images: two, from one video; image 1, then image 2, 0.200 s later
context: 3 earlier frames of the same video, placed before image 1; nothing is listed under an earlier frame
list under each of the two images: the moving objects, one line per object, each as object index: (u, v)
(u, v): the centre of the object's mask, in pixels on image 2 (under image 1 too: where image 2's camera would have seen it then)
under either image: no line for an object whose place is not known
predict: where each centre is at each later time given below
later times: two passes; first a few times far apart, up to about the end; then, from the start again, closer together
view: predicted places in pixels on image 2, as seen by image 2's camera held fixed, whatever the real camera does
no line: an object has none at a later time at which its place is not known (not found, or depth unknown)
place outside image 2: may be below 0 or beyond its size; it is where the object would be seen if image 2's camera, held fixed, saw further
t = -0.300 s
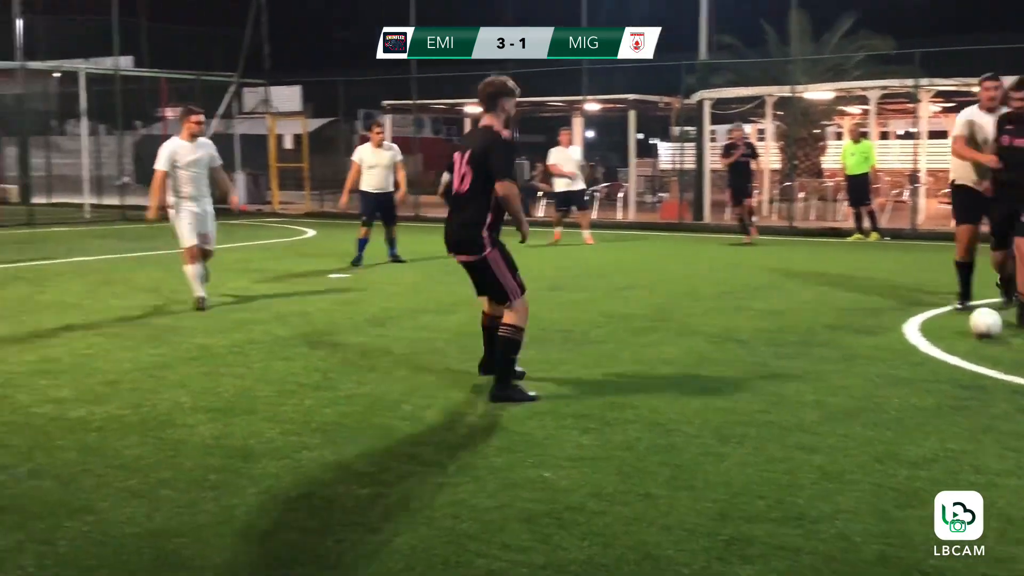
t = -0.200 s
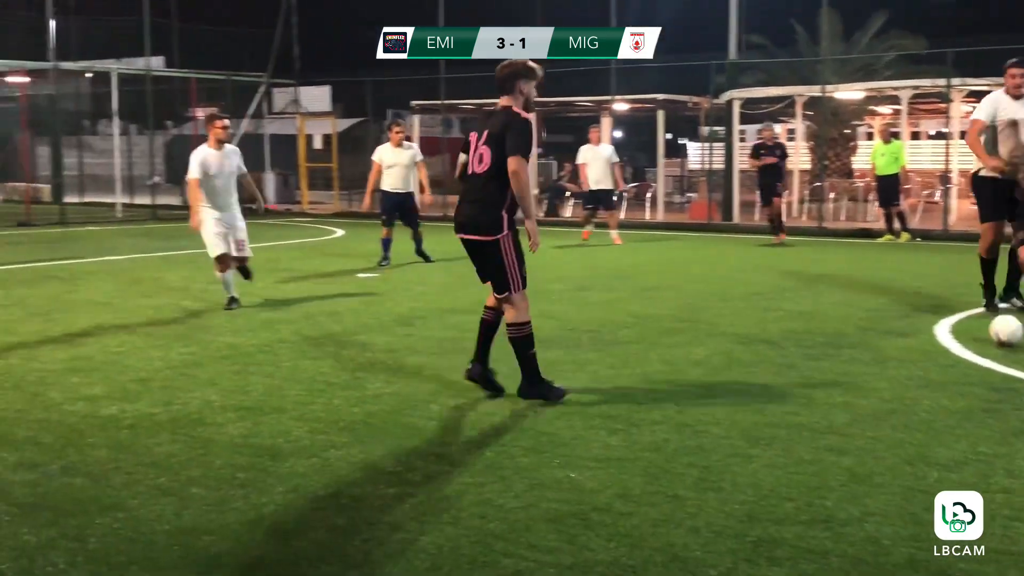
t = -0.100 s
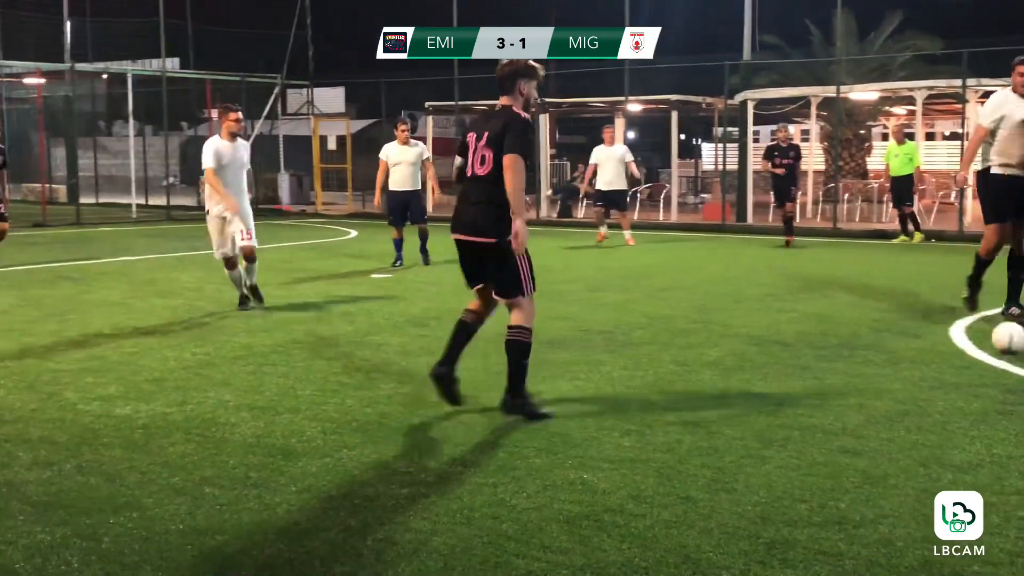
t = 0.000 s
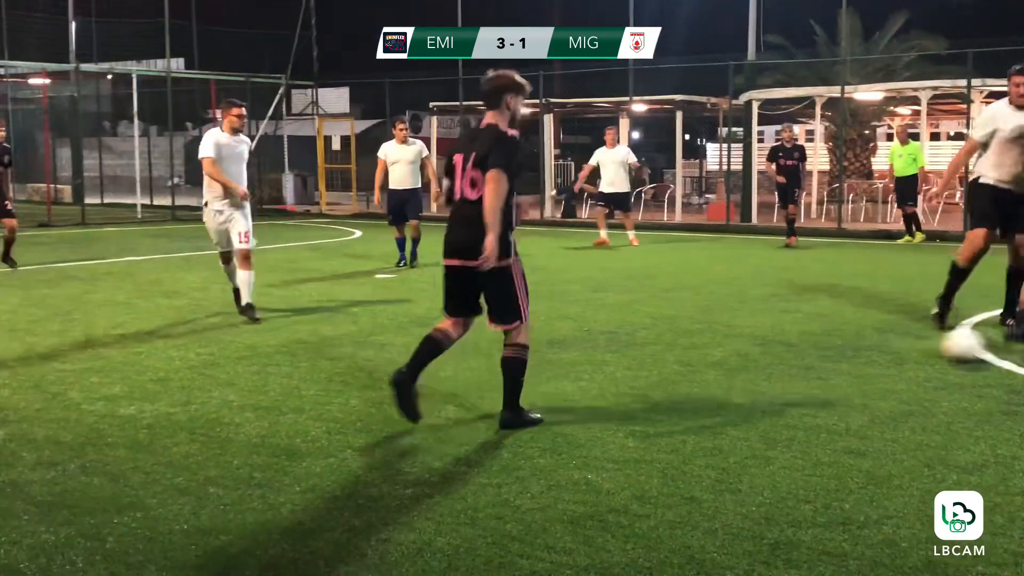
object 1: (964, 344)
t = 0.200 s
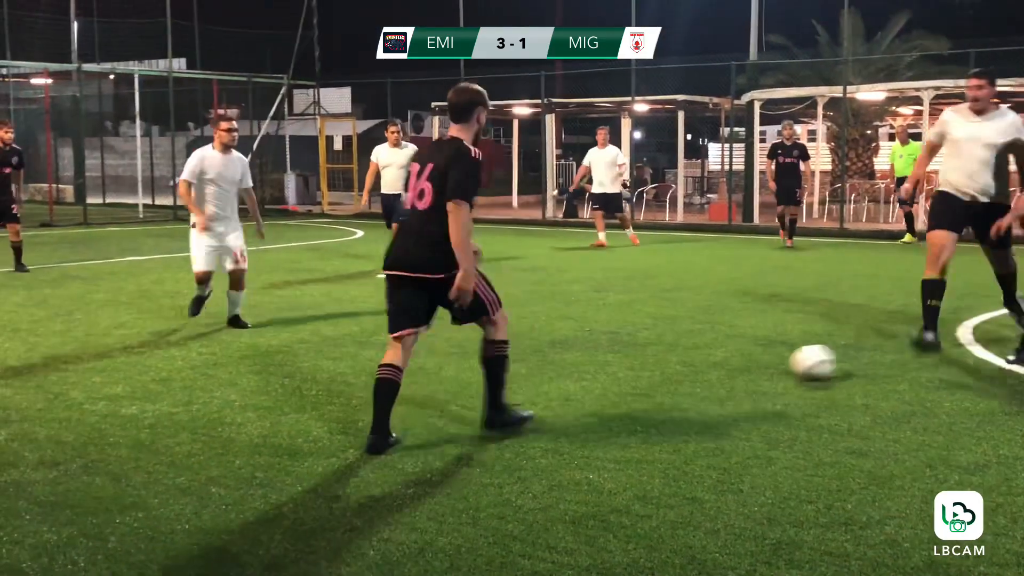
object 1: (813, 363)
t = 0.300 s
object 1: (741, 370)
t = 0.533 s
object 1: (568, 388)
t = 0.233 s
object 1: (788, 364)
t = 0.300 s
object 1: (741, 370)
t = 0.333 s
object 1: (715, 373)
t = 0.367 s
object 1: (691, 373)
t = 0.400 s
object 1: (669, 376)
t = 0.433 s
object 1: (644, 378)
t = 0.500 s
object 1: (594, 387)
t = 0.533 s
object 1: (568, 388)
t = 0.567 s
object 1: (543, 390)
